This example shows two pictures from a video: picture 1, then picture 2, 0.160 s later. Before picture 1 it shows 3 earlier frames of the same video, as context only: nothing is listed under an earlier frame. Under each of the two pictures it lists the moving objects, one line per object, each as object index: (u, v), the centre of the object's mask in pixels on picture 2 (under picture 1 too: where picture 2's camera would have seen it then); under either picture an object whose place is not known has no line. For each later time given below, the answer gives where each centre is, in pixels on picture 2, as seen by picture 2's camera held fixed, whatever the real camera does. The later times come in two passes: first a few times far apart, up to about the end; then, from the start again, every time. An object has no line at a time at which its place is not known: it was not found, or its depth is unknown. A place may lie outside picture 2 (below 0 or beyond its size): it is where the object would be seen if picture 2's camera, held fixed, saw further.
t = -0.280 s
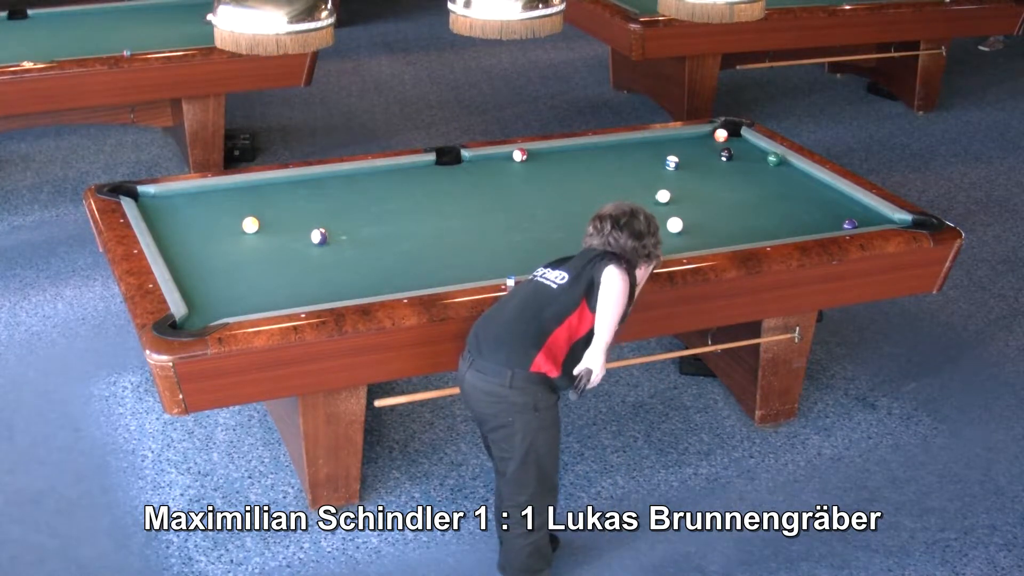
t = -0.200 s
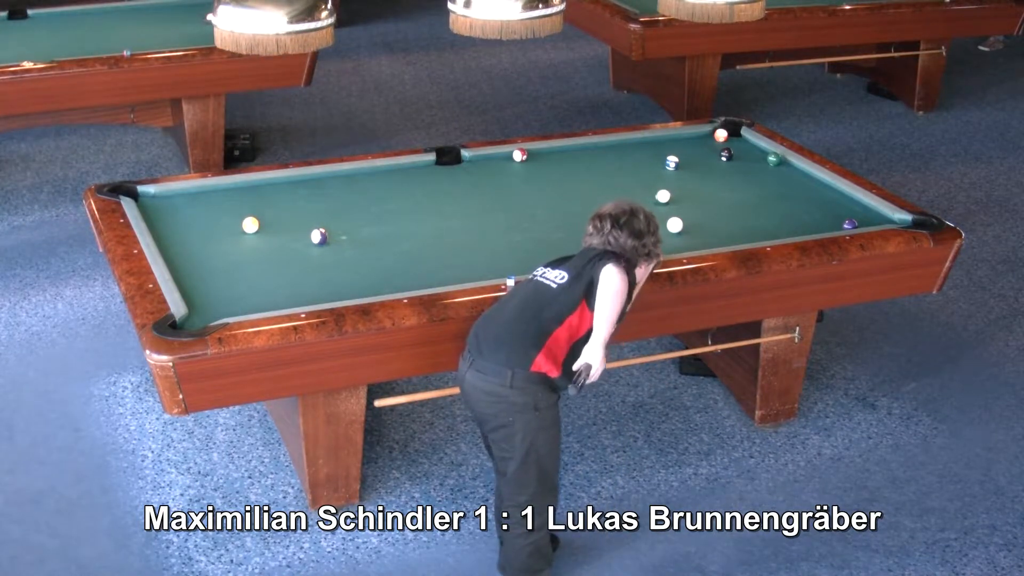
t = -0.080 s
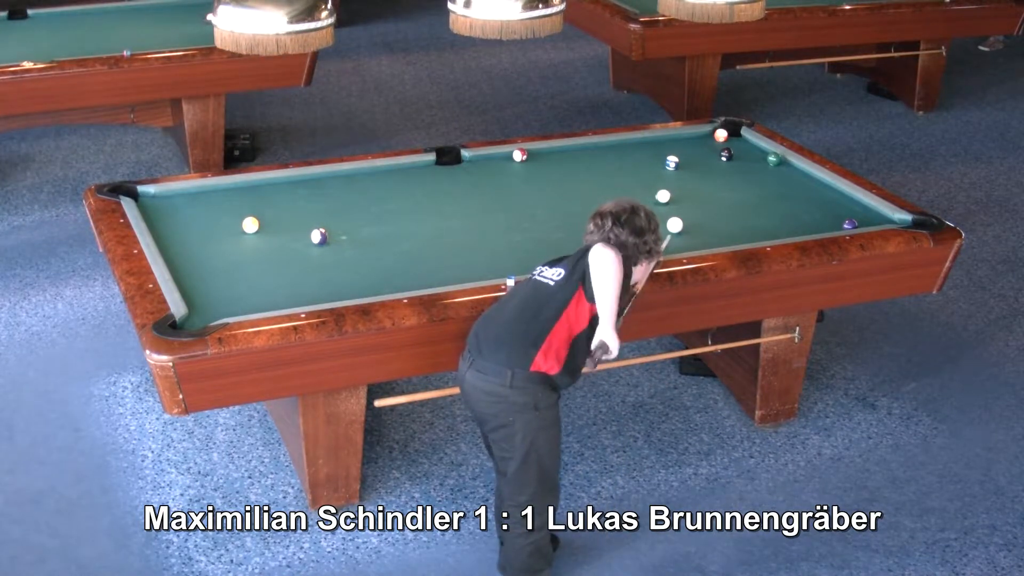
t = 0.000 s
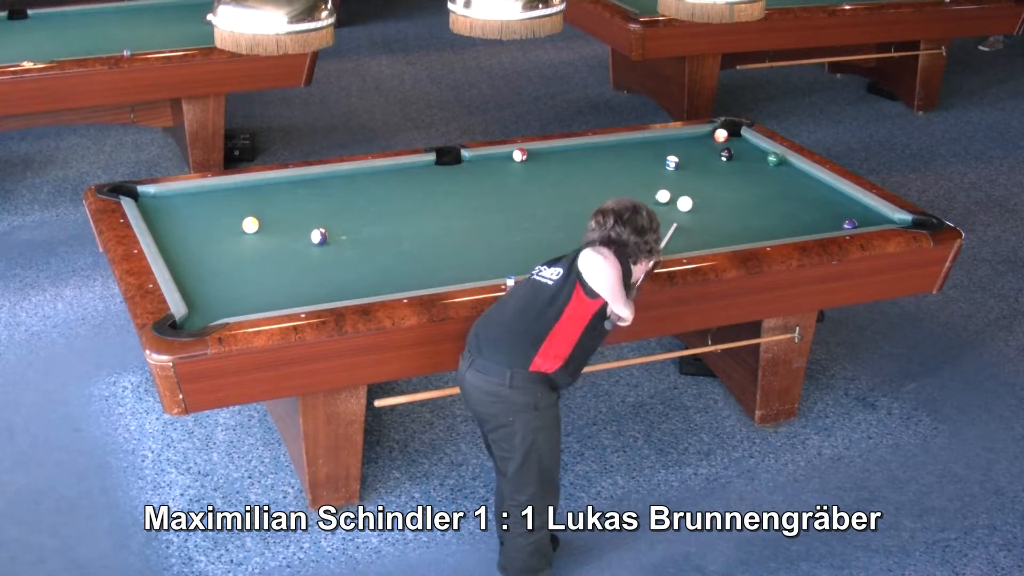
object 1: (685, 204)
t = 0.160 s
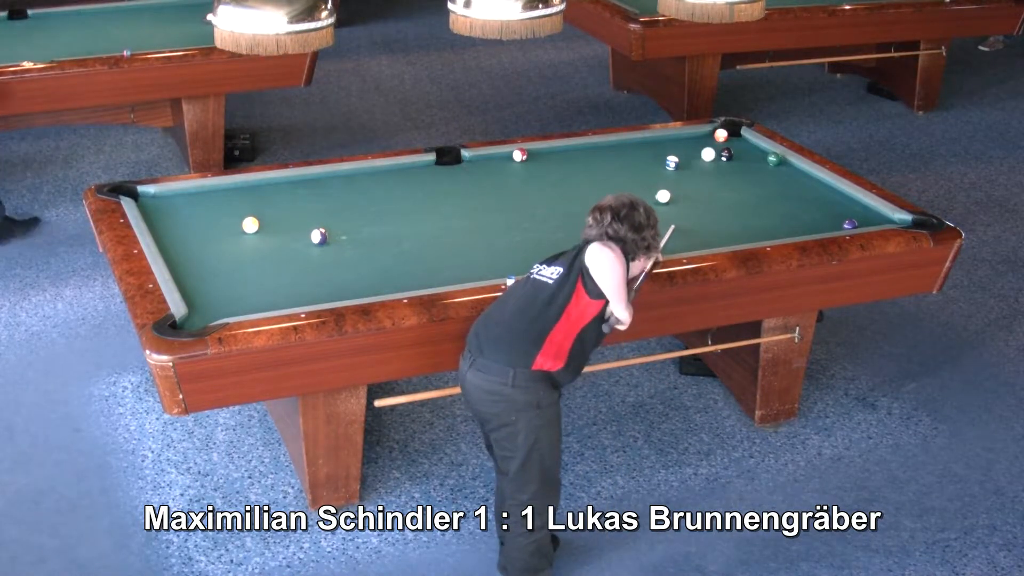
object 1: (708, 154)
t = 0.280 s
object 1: (705, 137)
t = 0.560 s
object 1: (671, 138)
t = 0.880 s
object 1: (643, 142)
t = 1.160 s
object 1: (620, 146)
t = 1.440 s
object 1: (600, 147)
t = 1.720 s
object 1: (575, 154)
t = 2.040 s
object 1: (551, 157)
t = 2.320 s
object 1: (532, 161)
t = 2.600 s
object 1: (514, 164)
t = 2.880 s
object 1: (498, 166)
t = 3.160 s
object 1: (483, 169)
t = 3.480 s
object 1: (468, 171)
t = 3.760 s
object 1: (456, 173)
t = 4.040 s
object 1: (446, 175)
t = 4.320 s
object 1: (438, 176)
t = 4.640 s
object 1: (430, 177)
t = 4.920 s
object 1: (426, 178)
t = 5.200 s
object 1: (422, 179)
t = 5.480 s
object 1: (421, 179)
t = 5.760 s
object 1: (421, 180)
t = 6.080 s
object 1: (421, 180)
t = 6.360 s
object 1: (421, 180)
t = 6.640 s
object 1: (421, 180)
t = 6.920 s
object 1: (421, 180)
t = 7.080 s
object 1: (421, 180)
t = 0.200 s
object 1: (712, 144)
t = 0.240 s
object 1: (712, 138)
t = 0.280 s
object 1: (705, 137)
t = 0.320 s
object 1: (698, 136)
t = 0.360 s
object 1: (692, 136)
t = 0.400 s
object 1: (687, 136)
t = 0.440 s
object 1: (682, 136)
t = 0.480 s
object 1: (678, 137)
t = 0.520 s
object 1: (675, 137)
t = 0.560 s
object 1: (671, 138)
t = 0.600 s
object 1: (668, 138)
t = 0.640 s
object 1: (664, 139)
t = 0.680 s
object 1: (660, 140)
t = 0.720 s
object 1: (657, 140)
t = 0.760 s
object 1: (654, 141)
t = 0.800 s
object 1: (650, 141)
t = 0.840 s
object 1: (647, 142)
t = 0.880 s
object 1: (643, 142)
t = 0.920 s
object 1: (640, 143)
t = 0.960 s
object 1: (636, 144)
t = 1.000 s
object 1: (633, 144)
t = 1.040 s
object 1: (630, 145)
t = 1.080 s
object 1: (627, 145)
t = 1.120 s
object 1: (623, 146)
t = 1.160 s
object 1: (620, 146)
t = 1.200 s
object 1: (616, 147)
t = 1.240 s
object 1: (613, 147)
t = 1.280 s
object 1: (610, 147)
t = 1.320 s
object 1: (608, 147)
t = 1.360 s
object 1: (605, 147)
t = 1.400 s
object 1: (602, 147)
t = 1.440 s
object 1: (600, 147)
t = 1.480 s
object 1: (597, 147)
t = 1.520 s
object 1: (595, 148)
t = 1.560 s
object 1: (591, 150)
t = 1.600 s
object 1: (588, 151)
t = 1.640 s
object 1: (583, 152)
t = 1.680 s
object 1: (579, 153)
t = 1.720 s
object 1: (575, 154)
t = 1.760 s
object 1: (572, 154)
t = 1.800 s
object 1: (569, 155)
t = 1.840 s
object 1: (566, 155)
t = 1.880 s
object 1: (563, 156)
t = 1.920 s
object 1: (560, 156)
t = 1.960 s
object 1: (557, 156)
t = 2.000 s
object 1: (554, 157)
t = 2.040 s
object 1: (551, 157)
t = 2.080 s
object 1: (549, 158)
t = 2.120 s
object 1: (546, 158)
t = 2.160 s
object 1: (543, 159)
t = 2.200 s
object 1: (541, 159)
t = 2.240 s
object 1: (538, 160)
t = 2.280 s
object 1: (535, 160)
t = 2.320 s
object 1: (532, 161)
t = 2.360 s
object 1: (530, 161)
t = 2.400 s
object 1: (527, 161)
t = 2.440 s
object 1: (525, 162)
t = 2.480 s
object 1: (522, 163)
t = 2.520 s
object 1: (520, 163)
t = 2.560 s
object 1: (517, 164)
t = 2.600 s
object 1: (514, 164)
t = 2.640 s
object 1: (512, 164)
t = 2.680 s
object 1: (510, 164)
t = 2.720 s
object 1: (507, 164)
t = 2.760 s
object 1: (505, 165)
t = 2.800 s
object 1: (503, 165)
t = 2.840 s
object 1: (500, 166)
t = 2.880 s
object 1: (498, 166)
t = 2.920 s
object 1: (496, 166)
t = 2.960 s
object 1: (494, 167)
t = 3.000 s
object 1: (492, 167)
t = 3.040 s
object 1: (489, 168)
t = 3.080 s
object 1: (487, 168)
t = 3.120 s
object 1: (485, 168)
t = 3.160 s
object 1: (483, 169)
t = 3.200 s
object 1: (481, 169)
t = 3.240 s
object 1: (479, 169)
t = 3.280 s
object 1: (477, 169)
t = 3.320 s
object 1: (475, 170)
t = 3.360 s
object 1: (474, 170)
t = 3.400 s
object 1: (472, 170)
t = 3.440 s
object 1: (470, 171)
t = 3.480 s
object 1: (468, 171)
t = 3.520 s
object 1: (466, 171)
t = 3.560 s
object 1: (465, 172)
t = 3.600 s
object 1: (463, 172)
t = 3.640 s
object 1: (461, 172)
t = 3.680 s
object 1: (460, 172)
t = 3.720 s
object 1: (458, 173)
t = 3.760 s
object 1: (456, 173)
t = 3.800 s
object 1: (455, 173)
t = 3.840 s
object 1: (453, 173)
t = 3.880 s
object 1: (452, 174)
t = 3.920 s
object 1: (450, 174)
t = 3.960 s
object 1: (449, 174)
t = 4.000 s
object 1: (447, 174)
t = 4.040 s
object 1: (446, 175)
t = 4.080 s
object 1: (445, 175)
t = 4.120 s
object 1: (444, 175)
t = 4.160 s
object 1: (442, 175)
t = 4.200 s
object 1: (441, 175)
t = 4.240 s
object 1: (440, 176)
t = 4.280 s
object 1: (439, 176)
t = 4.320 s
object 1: (438, 176)
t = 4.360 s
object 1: (437, 176)
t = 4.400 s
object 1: (436, 176)
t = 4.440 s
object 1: (435, 177)
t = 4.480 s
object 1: (434, 177)
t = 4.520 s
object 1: (433, 177)
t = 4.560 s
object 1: (432, 177)
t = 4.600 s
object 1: (431, 177)
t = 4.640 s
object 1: (430, 177)
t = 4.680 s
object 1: (430, 178)
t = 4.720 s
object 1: (429, 178)
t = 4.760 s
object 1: (428, 178)
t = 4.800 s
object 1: (427, 178)
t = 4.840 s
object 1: (427, 178)
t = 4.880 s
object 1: (426, 178)
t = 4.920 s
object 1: (426, 178)
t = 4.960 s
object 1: (425, 178)
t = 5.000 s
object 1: (425, 179)
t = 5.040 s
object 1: (424, 179)
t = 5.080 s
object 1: (424, 179)
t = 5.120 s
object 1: (423, 179)
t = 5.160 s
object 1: (423, 179)
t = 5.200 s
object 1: (422, 179)
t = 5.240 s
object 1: (422, 179)
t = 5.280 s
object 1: (422, 179)
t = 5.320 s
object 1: (422, 179)
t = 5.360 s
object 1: (421, 179)
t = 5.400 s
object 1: (421, 179)
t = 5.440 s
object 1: (421, 179)
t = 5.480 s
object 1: (421, 179)
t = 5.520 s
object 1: (421, 179)
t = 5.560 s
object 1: (421, 179)
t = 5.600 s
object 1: (421, 180)
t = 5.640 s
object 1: (421, 180)
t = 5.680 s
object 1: (421, 180)
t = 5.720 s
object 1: (421, 180)
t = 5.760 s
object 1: (421, 180)
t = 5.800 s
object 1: (421, 180)
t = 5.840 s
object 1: (421, 179)
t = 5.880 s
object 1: (421, 179)
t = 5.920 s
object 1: (421, 179)
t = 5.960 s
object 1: (421, 179)
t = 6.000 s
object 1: (421, 179)
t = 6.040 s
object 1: (421, 180)
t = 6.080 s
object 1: (421, 180)
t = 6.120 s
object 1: (421, 180)
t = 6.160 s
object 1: (421, 180)
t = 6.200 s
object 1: (421, 180)
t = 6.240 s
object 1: (421, 180)
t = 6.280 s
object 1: (421, 180)
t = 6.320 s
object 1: (421, 180)
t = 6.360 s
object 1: (421, 180)
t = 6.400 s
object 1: (421, 180)
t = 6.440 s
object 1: (421, 180)
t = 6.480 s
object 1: (421, 180)
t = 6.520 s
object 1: (421, 180)
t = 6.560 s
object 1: (421, 179)
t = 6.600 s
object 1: (421, 179)
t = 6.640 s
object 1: (421, 180)
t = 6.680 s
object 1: (421, 180)
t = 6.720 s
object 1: (421, 180)
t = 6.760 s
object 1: (421, 180)
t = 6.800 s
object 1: (421, 180)
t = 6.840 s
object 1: (421, 180)
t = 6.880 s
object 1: (421, 180)
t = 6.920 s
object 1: (421, 180)
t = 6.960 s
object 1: (421, 180)
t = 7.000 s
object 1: (421, 180)
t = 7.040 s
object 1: (421, 180)
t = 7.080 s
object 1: (421, 180)
